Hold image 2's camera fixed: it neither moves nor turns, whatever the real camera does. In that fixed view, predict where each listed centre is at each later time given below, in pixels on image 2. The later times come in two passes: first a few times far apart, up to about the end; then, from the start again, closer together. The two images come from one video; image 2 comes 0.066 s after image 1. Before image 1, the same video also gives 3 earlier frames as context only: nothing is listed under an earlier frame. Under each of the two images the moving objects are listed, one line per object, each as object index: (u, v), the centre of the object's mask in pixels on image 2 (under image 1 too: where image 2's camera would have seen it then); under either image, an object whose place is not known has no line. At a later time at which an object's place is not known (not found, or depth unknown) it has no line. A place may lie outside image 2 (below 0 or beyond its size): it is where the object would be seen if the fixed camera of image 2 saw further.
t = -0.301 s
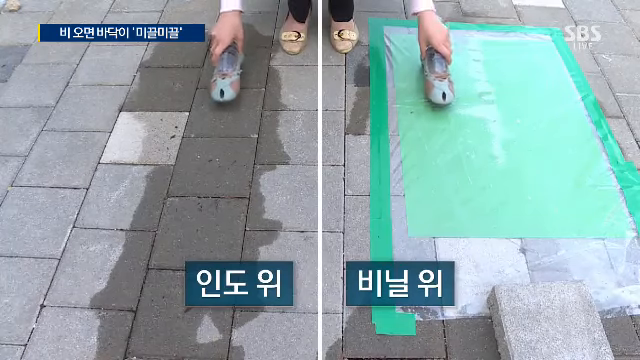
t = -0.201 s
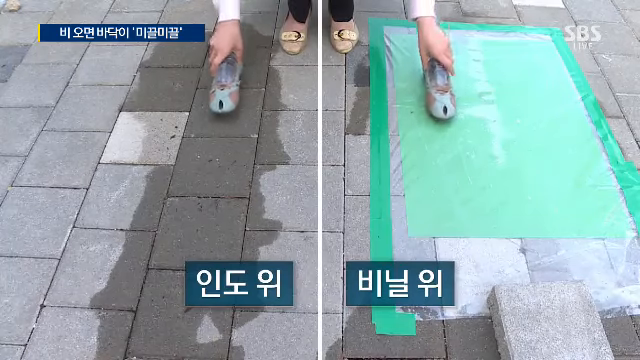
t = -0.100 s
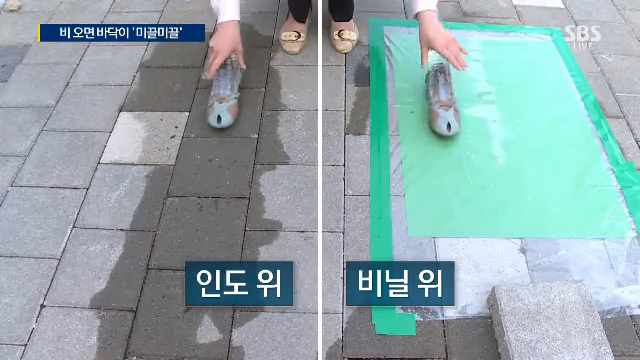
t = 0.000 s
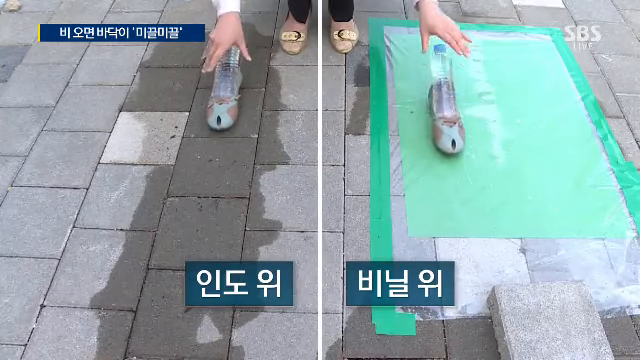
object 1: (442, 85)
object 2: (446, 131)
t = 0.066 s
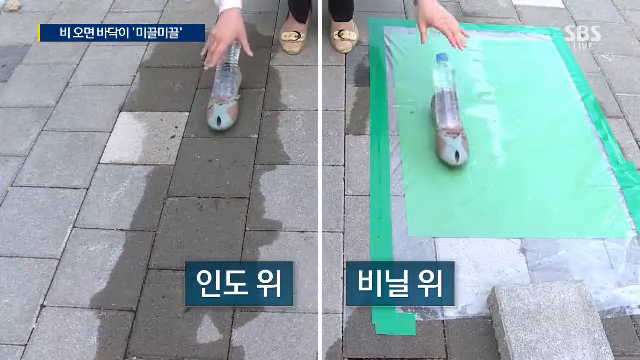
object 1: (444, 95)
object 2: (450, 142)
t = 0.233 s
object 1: (452, 119)
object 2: (459, 170)
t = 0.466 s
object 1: (461, 154)
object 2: (471, 210)
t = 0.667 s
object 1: (470, 191)
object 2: (484, 248)
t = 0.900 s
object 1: (469, 200)
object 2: (486, 257)
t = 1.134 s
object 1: (469, 200)
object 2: (486, 257)
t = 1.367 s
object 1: (469, 200)
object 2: (486, 257)
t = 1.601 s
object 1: (469, 200)
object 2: (486, 257)
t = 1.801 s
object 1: (469, 200)
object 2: (486, 257)
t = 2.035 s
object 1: (469, 200)
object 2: (486, 257)
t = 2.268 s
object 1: (469, 200)
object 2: (486, 257)
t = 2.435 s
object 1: (469, 200)
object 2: (486, 257)
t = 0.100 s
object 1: (446, 99)
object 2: (451, 147)
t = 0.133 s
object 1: (448, 104)
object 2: (453, 152)
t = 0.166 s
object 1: (449, 109)
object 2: (455, 159)
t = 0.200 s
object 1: (450, 114)
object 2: (456, 164)
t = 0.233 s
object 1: (452, 119)
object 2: (459, 170)
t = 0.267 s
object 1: (453, 125)
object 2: (460, 175)
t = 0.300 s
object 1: (454, 129)
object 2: (462, 181)
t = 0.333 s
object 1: (456, 134)
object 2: (464, 187)
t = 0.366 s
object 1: (458, 139)
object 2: (465, 193)
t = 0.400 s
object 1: (459, 144)
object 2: (467, 198)
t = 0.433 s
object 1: (460, 149)
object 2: (469, 204)
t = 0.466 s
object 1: (461, 154)
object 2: (471, 210)
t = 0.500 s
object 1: (463, 162)
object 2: (473, 217)
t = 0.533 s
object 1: (464, 169)
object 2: (475, 223)
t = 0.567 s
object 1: (466, 175)
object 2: (477, 230)
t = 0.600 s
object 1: (467, 180)
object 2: (480, 235)
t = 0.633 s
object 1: (468, 185)
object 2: (482, 242)
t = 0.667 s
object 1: (470, 191)
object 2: (484, 248)
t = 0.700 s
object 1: (471, 197)
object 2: (486, 253)
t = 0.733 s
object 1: (471, 201)
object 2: (486, 256)
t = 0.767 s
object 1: (470, 201)
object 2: (487, 257)
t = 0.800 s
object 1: (469, 201)
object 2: (486, 257)
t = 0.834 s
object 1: (469, 201)
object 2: (486, 257)
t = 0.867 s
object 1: (469, 200)
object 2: (486, 257)
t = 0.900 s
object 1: (469, 200)
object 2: (486, 257)
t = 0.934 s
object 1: (469, 200)
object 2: (486, 257)
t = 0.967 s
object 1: (469, 200)
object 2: (486, 257)
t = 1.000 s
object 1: (469, 200)
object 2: (486, 257)
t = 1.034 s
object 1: (469, 200)
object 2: (486, 257)
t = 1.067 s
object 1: (469, 200)
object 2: (486, 257)
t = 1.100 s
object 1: (469, 200)
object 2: (486, 257)
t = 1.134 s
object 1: (469, 200)
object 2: (486, 257)
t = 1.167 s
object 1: (469, 200)
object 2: (486, 257)
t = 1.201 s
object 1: (469, 200)
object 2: (486, 257)
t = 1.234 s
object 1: (469, 200)
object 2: (486, 257)
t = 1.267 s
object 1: (469, 200)
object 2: (486, 257)
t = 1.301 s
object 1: (469, 200)
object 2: (486, 257)
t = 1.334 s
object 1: (469, 200)
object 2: (486, 257)
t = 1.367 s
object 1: (469, 200)
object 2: (486, 257)
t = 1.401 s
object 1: (469, 200)
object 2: (486, 257)
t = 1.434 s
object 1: (469, 200)
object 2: (486, 257)
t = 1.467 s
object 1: (468, 199)
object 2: (486, 257)
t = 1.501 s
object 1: (469, 200)
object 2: (486, 257)
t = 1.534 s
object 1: (469, 200)
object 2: (486, 257)
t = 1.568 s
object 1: (469, 200)
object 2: (486, 257)
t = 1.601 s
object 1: (469, 200)
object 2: (486, 257)
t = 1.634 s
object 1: (469, 200)
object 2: (486, 257)
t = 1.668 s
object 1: (469, 200)
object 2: (486, 257)
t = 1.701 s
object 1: (469, 200)
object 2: (486, 257)
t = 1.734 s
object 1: (469, 200)
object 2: (486, 257)
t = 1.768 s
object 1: (469, 200)
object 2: (486, 257)
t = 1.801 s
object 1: (469, 200)
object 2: (486, 257)
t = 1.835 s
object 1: (469, 200)
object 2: (486, 257)
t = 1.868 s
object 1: (469, 200)
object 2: (486, 257)
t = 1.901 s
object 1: (469, 200)
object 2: (486, 257)
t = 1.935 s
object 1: (469, 200)
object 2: (486, 257)
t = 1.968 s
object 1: (469, 200)
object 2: (486, 257)
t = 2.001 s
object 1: (469, 200)
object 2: (486, 257)
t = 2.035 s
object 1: (469, 200)
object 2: (486, 257)
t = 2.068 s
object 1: (469, 200)
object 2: (486, 257)
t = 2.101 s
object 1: (469, 200)
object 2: (486, 257)
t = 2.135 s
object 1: (469, 200)
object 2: (486, 257)
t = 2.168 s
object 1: (469, 200)
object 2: (486, 257)
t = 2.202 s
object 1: (469, 200)
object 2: (486, 257)
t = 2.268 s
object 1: (469, 200)
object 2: (486, 257)
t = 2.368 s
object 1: (469, 200)
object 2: (486, 257)
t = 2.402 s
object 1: (469, 200)
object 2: (486, 257)
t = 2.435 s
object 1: (469, 200)
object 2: (486, 257)
